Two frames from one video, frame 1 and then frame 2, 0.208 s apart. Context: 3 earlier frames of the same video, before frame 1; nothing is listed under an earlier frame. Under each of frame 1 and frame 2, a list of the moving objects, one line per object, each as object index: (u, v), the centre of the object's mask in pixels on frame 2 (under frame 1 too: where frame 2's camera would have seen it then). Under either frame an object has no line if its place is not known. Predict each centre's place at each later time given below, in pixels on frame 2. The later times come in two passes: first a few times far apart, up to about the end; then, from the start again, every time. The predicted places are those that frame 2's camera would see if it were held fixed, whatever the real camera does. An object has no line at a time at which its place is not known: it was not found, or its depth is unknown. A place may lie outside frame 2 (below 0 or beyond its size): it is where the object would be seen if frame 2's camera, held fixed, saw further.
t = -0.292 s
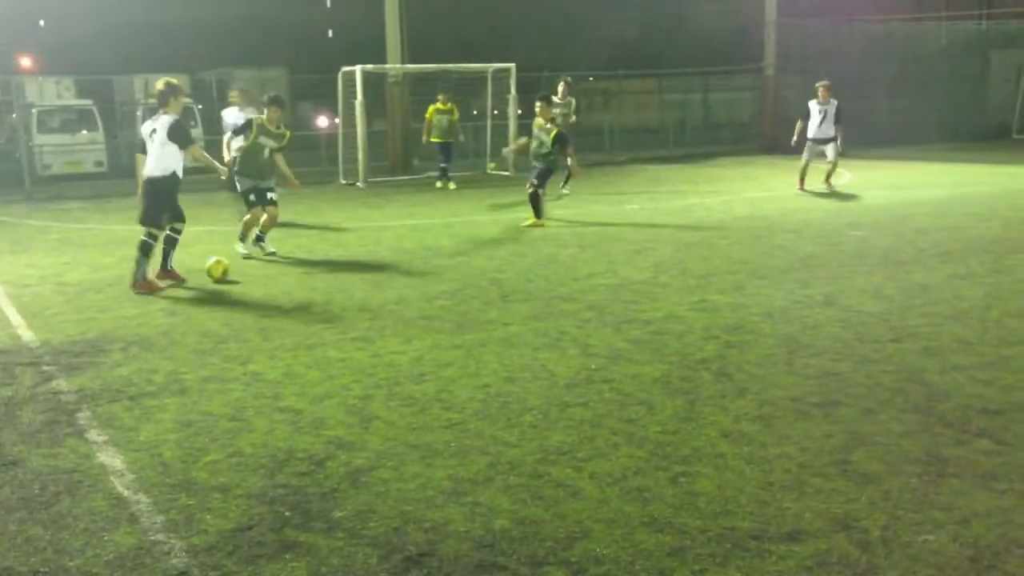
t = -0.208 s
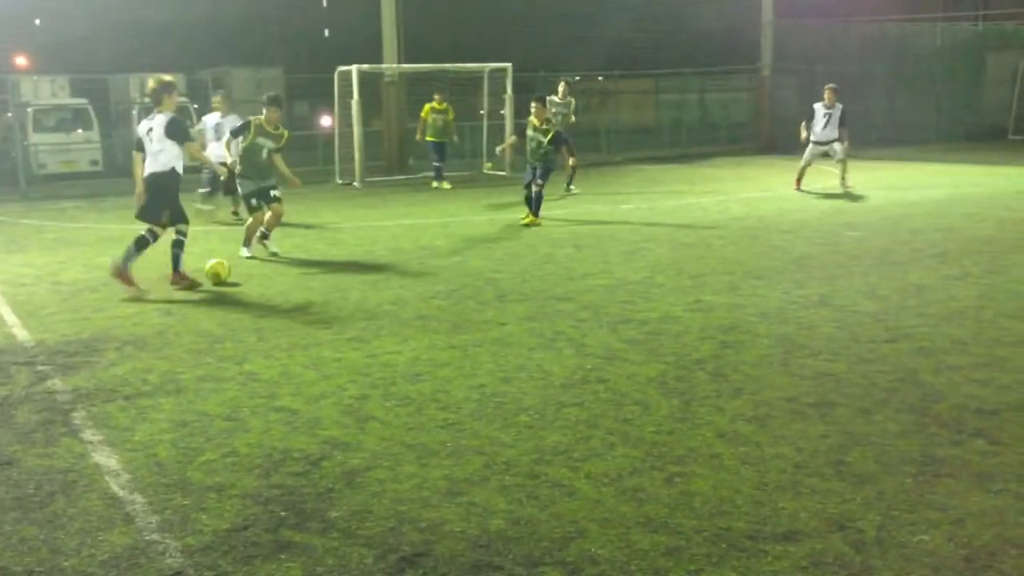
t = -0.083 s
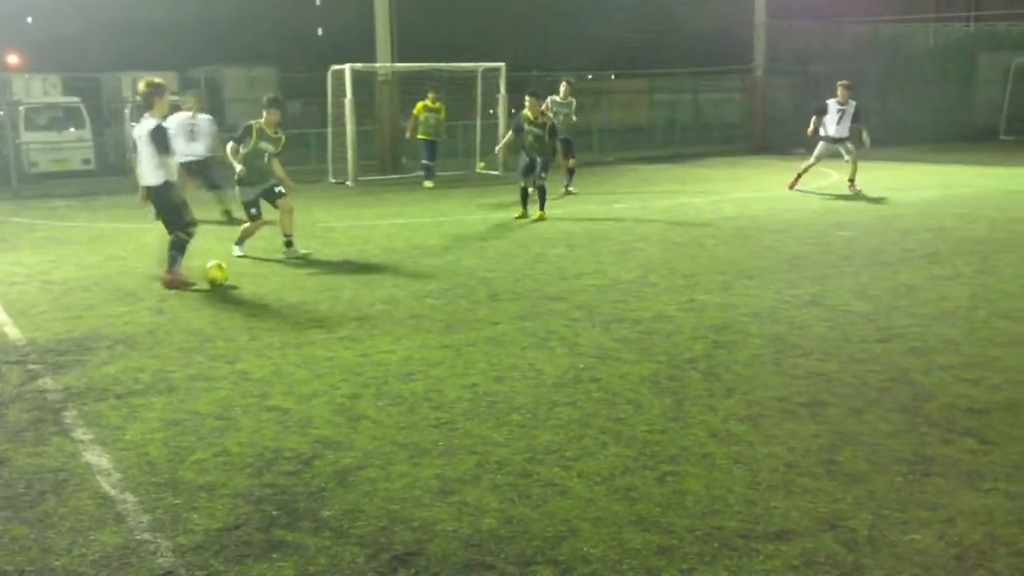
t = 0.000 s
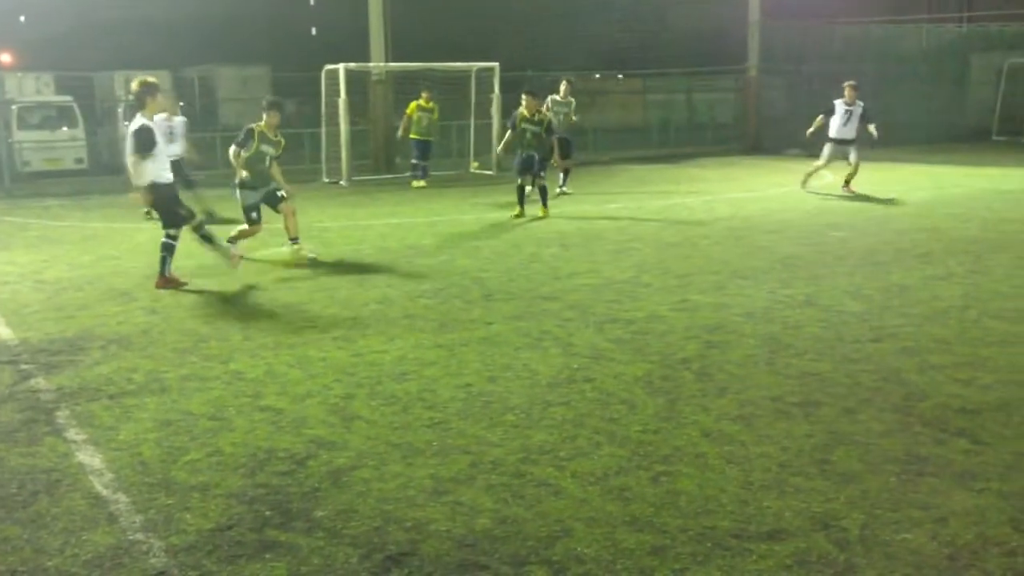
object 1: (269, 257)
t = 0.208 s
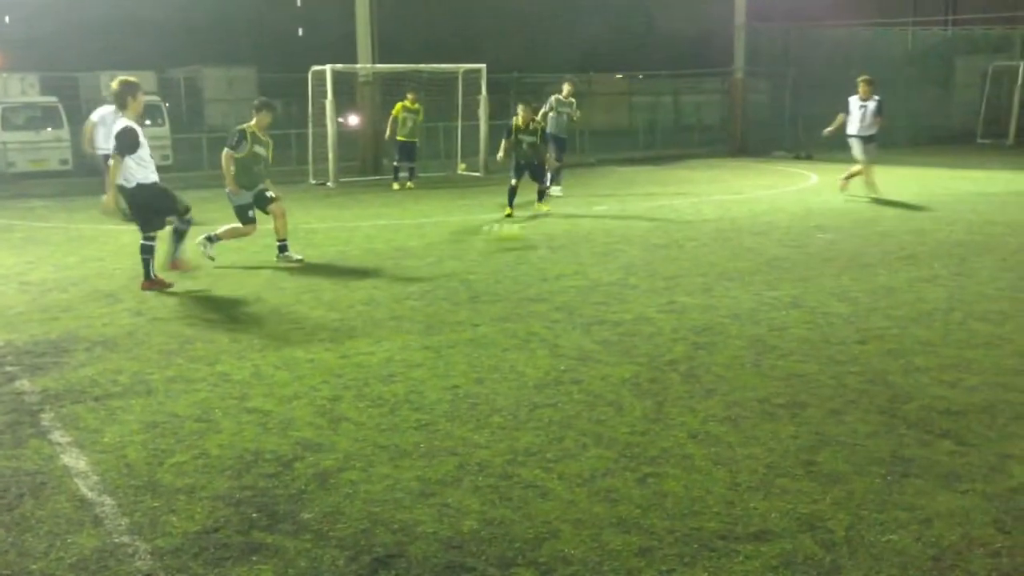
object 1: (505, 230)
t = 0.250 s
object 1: (542, 228)
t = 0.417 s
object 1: (662, 218)
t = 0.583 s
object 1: (748, 210)
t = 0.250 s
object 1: (542, 228)
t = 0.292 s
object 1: (574, 226)
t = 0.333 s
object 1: (601, 217)
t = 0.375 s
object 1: (633, 217)
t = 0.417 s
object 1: (662, 218)
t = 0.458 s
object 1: (686, 217)
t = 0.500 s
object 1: (707, 214)
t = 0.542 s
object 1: (728, 212)
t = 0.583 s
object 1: (748, 210)
